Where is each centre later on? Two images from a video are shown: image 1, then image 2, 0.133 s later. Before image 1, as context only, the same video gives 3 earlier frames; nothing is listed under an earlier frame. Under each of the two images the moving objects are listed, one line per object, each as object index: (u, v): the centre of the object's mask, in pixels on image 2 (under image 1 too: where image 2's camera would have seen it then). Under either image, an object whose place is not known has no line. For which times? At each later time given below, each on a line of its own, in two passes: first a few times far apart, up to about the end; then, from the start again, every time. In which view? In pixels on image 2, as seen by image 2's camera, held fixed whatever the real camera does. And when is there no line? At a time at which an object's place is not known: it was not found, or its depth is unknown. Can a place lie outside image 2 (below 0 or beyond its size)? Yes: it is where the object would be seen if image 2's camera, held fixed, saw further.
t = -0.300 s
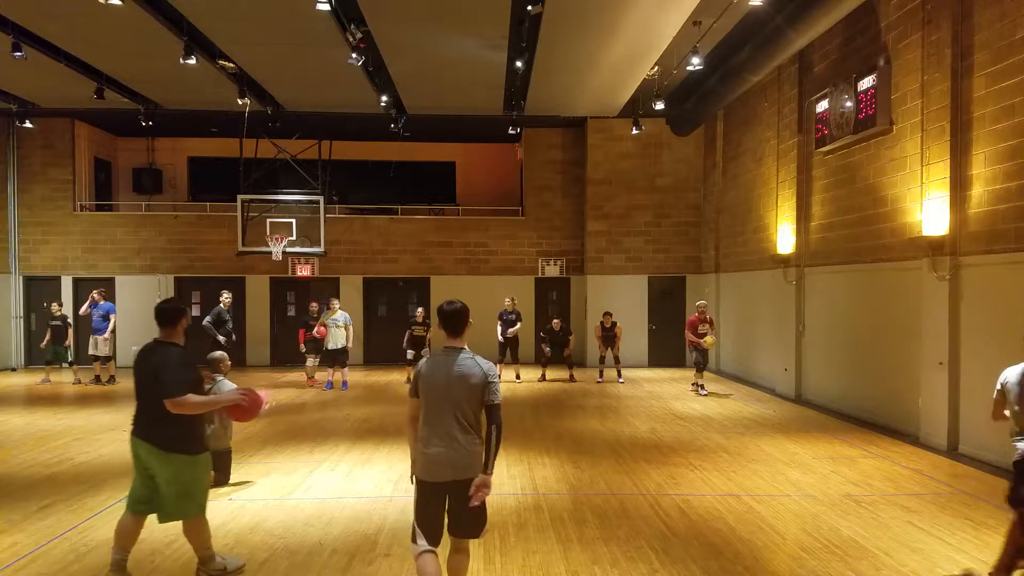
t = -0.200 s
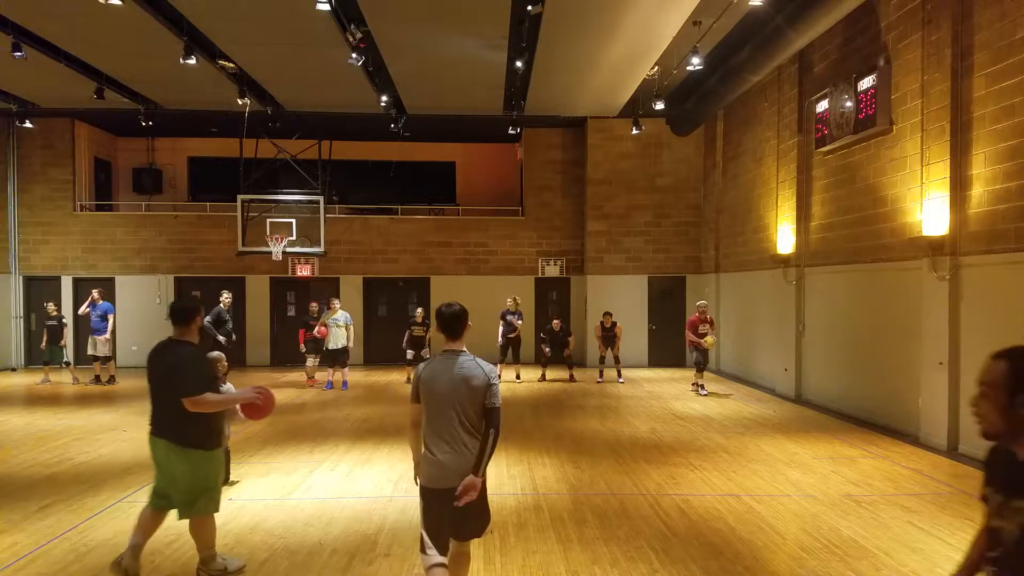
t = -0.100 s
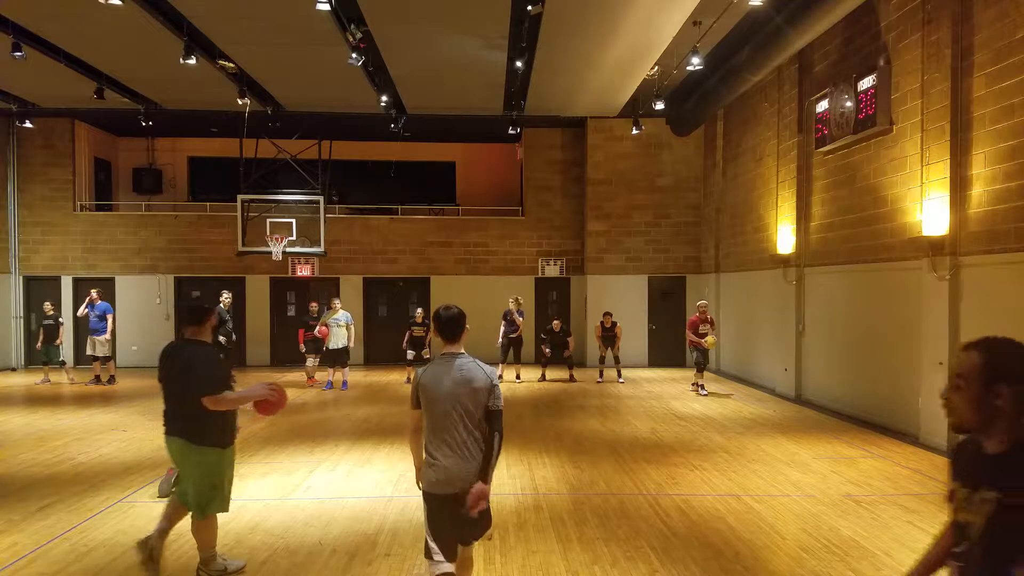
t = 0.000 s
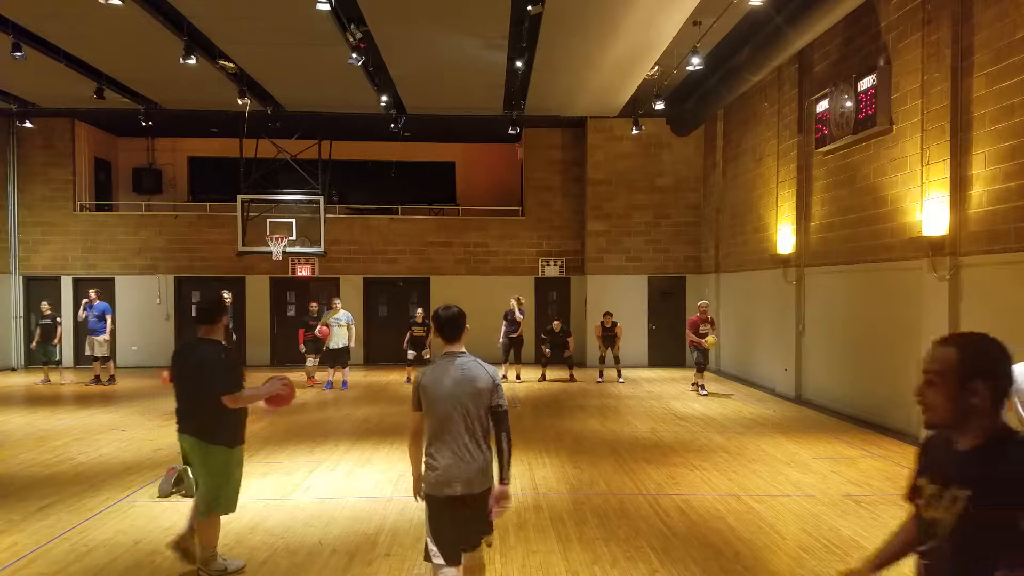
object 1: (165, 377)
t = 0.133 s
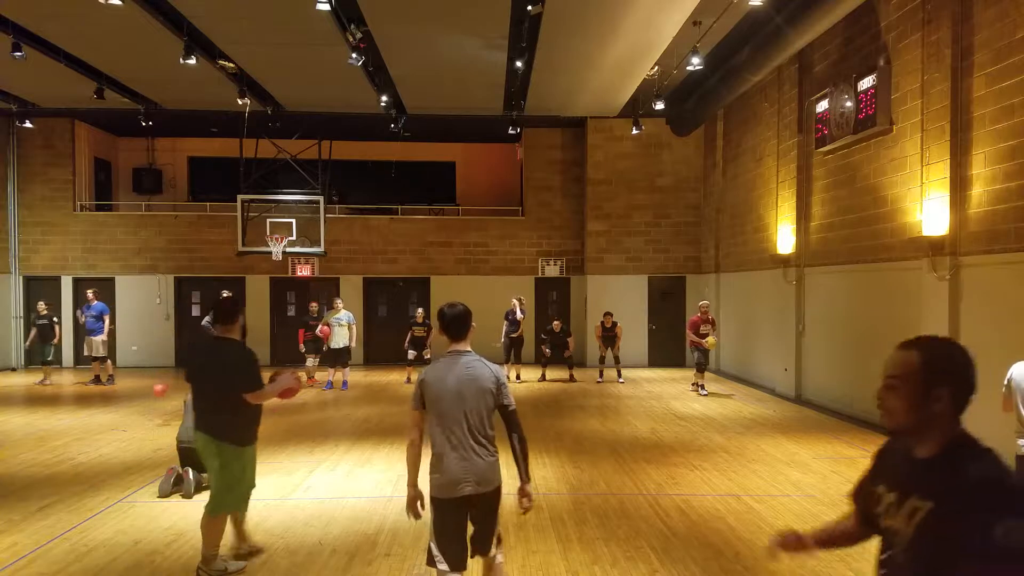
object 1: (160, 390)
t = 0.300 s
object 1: (150, 429)
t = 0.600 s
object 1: (133, 412)
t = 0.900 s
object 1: (109, 472)
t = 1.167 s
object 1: (81, 468)
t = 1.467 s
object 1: (40, 523)
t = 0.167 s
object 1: (159, 396)
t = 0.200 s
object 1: (156, 402)
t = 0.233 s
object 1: (155, 410)
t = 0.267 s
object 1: (152, 417)
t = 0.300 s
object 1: (150, 429)
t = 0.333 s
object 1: (148, 429)
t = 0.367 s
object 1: (146, 423)
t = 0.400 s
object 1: (144, 420)
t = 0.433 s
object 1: (143, 416)
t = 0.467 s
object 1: (140, 413)
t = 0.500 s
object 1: (139, 412)
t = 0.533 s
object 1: (136, 411)
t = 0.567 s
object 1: (134, 411)
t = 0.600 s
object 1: (133, 412)
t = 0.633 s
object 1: (130, 415)
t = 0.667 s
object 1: (127, 418)
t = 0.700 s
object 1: (125, 422)
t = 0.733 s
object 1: (122, 428)
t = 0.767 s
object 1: (120, 435)
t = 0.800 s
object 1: (117, 443)
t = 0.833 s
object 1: (115, 452)
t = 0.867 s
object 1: (112, 463)
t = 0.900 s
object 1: (109, 472)
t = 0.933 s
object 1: (106, 469)
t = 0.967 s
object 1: (103, 465)
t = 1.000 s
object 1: (99, 462)
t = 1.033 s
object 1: (96, 460)
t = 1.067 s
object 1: (92, 460)
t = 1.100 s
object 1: (89, 461)
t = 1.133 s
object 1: (85, 463)
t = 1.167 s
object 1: (81, 468)
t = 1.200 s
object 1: (79, 471)
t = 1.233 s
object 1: (73, 479)
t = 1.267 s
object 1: (70, 487)
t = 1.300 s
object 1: (65, 497)
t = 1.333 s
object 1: (61, 509)
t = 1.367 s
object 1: (56, 527)
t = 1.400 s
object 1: (51, 530)
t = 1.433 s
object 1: (46, 525)
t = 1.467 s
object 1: (40, 523)
